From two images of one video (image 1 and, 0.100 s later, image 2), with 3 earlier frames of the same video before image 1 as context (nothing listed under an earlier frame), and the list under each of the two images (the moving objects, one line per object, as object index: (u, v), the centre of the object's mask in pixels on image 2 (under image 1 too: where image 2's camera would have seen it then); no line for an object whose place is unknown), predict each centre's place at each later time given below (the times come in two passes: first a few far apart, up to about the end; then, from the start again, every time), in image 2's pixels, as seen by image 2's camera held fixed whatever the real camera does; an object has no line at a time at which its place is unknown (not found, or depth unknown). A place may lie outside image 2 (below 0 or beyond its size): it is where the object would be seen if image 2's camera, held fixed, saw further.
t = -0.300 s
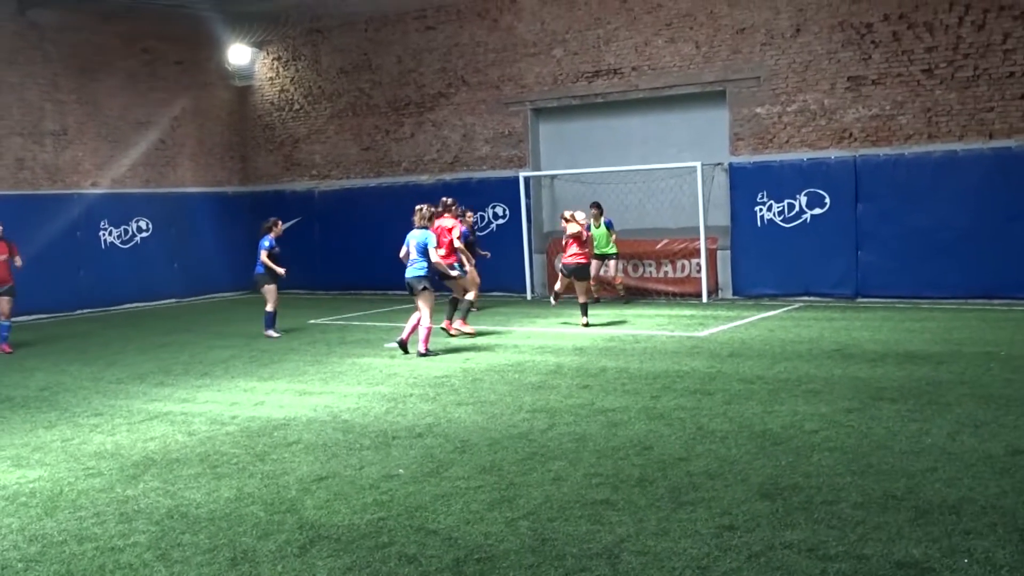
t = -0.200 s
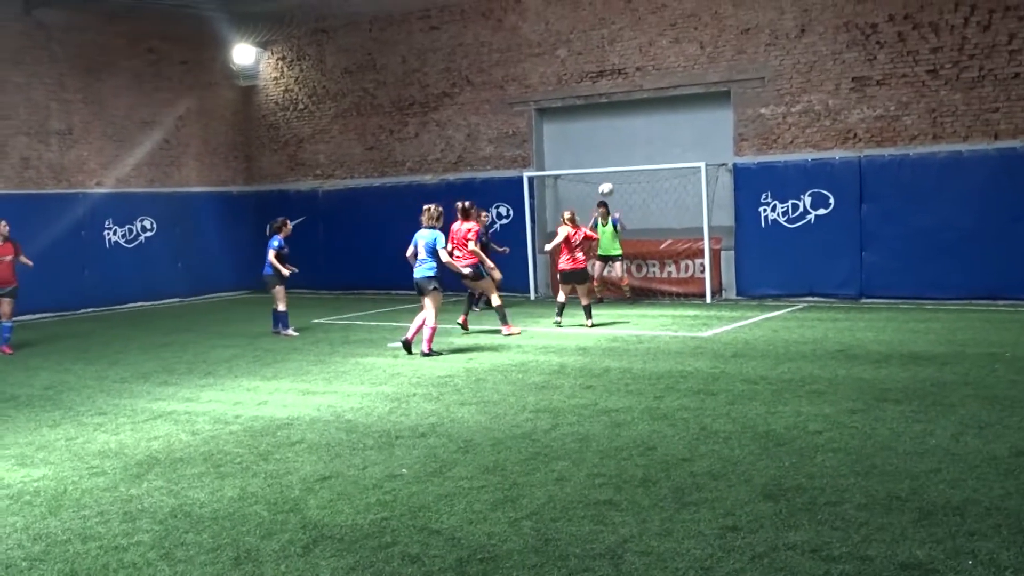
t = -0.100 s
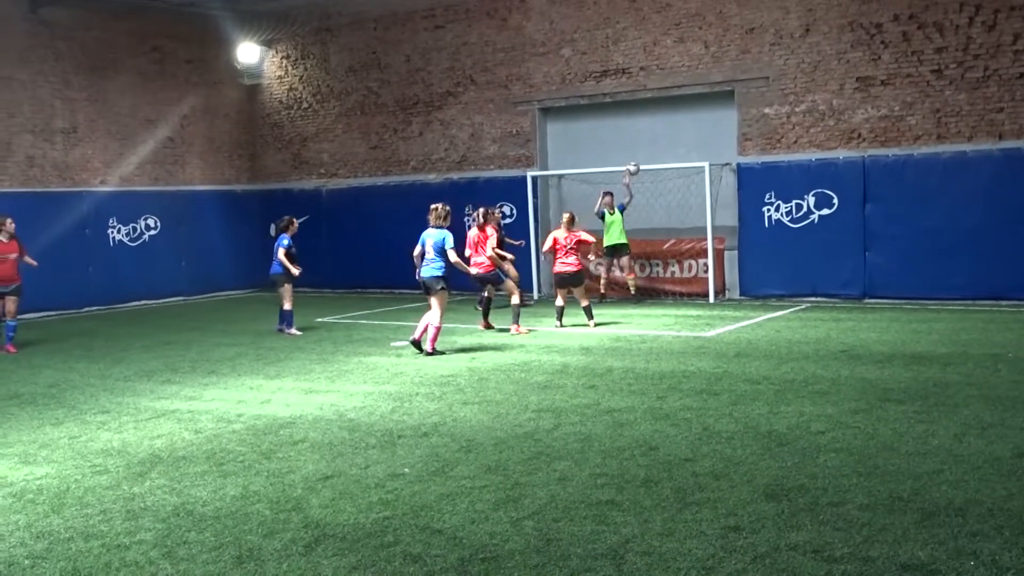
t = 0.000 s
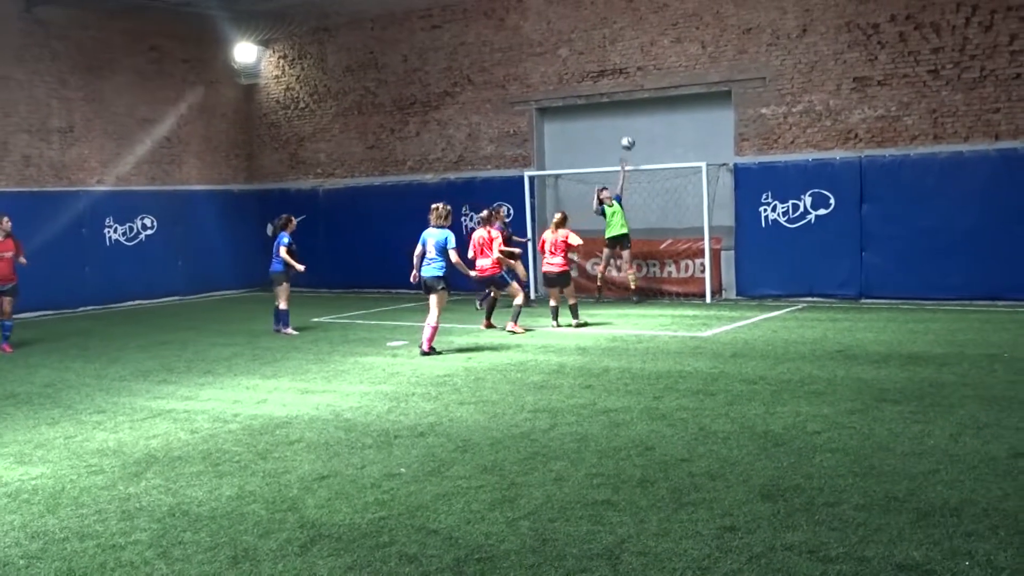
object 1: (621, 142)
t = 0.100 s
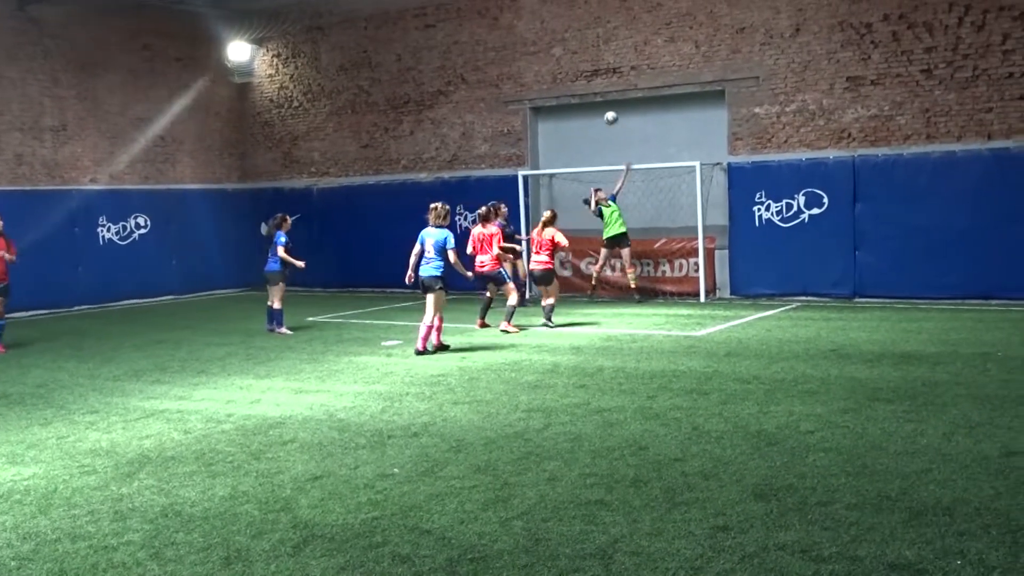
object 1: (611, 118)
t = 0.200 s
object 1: (600, 99)
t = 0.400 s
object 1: (578, 81)
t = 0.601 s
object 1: (555, 91)
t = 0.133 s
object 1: (607, 110)
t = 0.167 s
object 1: (602, 104)
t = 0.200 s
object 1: (600, 99)
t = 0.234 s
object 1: (595, 94)
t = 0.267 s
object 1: (592, 90)
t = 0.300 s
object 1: (589, 87)
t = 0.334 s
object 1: (585, 84)
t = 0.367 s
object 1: (581, 83)
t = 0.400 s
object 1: (578, 81)
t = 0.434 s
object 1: (574, 81)
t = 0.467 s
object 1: (570, 82)
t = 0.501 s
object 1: (567, 83)
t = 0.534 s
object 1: (563, 84)
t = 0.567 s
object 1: (559, 88)
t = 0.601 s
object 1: (555, 91)
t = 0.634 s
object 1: (551, 95)
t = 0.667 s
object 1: (548, 102)
